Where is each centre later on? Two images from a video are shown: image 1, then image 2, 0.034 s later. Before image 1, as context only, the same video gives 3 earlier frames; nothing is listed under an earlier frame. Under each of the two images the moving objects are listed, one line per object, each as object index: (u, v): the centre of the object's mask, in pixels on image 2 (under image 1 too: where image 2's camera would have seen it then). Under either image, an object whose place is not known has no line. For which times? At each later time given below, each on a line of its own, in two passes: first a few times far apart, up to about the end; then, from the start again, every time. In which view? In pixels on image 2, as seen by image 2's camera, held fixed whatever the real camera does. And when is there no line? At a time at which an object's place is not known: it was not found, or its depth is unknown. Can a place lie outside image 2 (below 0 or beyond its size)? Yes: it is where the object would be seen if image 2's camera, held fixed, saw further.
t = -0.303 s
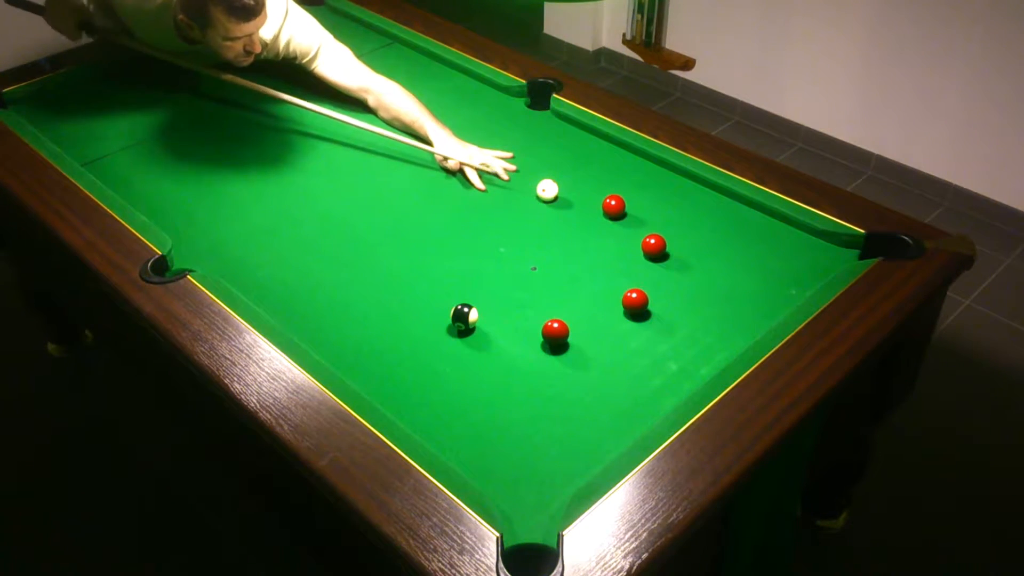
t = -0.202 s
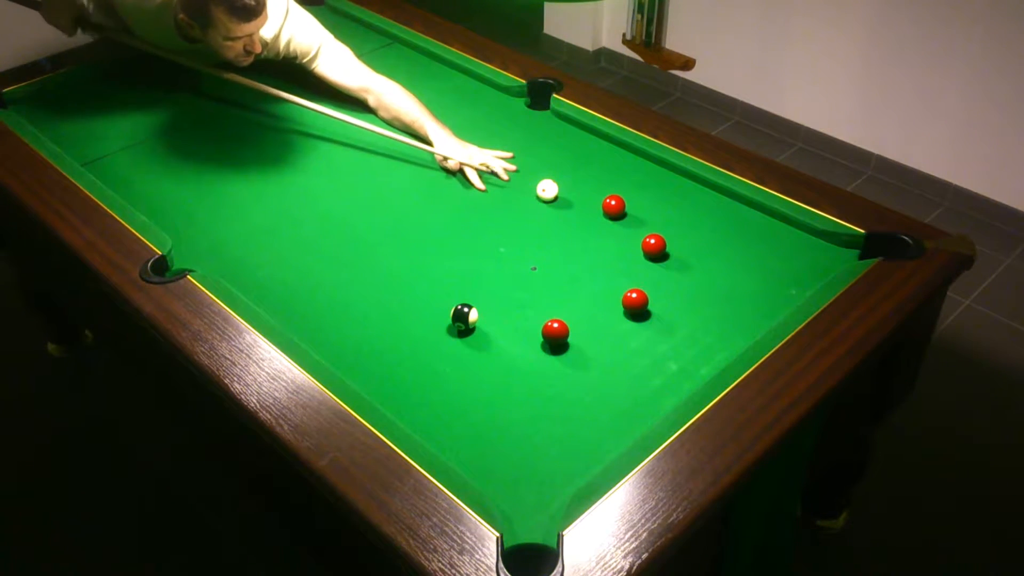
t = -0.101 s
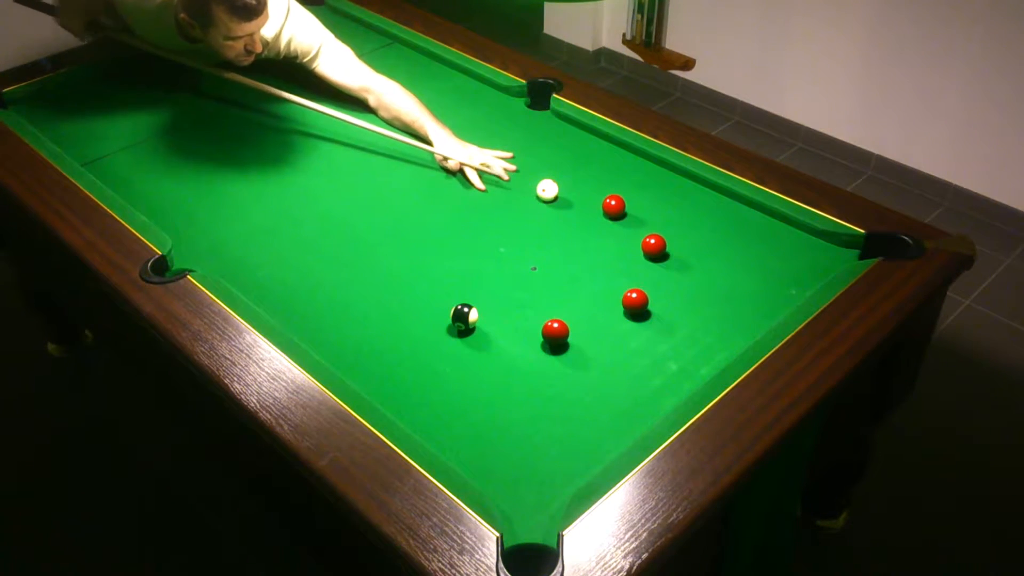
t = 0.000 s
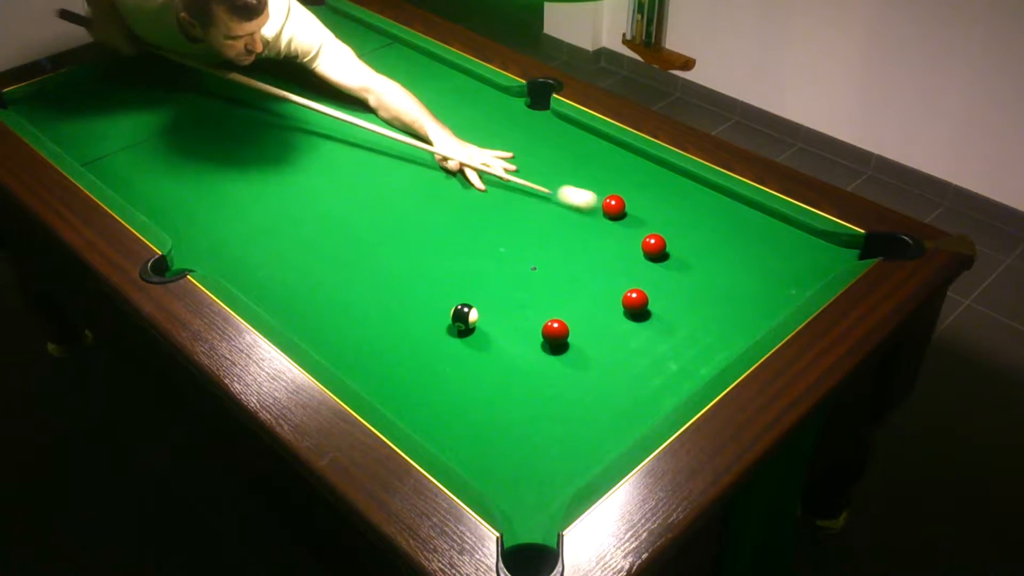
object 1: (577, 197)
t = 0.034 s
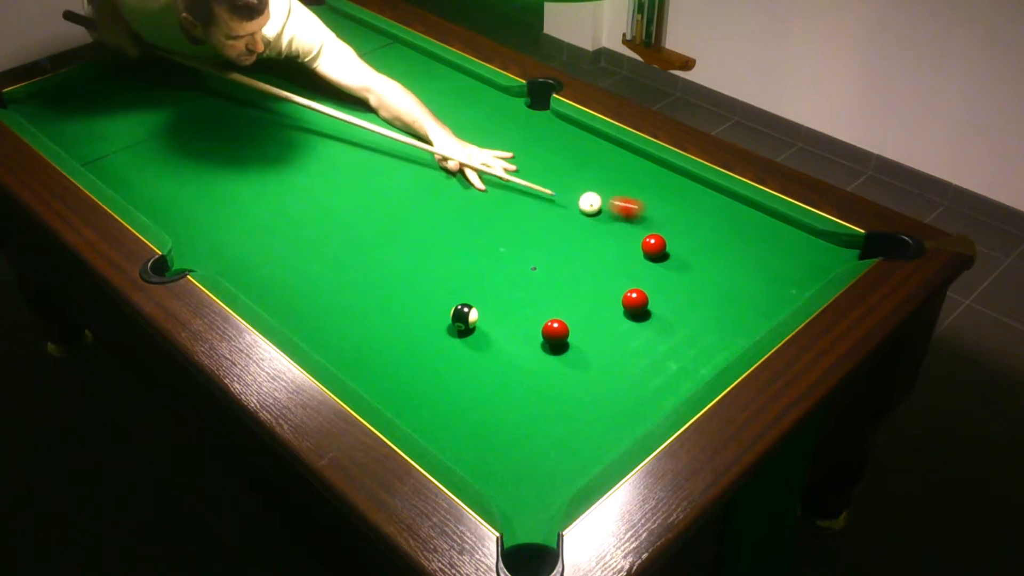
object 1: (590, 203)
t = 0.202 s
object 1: (579, 209)
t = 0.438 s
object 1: (566, 218)
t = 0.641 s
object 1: (555, 224)
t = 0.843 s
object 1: (546, 229)
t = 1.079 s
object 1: (536, 234)
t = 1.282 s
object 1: (530, 238)
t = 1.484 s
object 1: (525, 240)
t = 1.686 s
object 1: (521, 242)
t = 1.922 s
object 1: (519, 243)
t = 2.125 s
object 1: (519, 243)
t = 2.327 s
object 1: (519, 243)
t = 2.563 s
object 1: (519, 243)
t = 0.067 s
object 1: (588, 204)
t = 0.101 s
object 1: (586, 206)
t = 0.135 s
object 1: (584, 207)
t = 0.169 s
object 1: (581, 208)
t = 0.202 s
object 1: (579, 209)
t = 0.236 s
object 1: (577, 211)
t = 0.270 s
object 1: (575, 212)
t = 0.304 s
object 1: (573, 213)
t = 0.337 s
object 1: (571, 214)
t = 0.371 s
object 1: (569, 215)
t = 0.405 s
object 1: (567, 217)
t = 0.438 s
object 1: (566, 218)
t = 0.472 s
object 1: (564, 219)
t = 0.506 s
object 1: (562, 220)
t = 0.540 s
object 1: (560, 221)
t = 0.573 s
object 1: (559, 222)
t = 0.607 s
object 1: (557, 223)
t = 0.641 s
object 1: (555, 224)
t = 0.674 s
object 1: (553, 225)
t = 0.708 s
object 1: (552, 226)
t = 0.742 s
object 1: (550, 227)
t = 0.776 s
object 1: (549, 227)
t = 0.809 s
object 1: (547, 228)
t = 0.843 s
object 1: (546, 229)
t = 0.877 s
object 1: (544, 230)
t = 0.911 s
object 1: (543, 231)
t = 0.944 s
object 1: (541, 231)
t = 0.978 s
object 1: (540, 232)
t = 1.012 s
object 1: (539, 233)
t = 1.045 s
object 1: (538, 234)
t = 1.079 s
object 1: (536, 234)
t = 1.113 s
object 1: (535, 235)
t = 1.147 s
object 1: (534, 236)
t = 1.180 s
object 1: (533, 236)
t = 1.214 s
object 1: (532, 237)
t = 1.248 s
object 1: (531, 237)
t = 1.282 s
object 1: (530, 238)
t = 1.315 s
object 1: (529, 238)
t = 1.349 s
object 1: (528, 239)
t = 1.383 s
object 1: (527, 239)
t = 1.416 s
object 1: (526, 239)
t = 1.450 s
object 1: (525, 240)
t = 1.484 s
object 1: (525, 240)
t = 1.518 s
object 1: (524, 241)
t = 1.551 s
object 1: (523, 241)
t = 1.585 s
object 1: (522, 241)
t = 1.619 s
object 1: (522, 242)
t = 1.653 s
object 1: (521, 242)
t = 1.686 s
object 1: (521, 242)
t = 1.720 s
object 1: (520, 242)
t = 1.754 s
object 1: (520, 242)
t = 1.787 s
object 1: (520, 243)
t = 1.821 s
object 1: (519, 243)
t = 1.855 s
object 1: (519, 243)
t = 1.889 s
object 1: (519, 243)
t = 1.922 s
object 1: (519, 243)
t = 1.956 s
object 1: (519, 243)
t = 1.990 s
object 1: (519, 243)
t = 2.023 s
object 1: (519, 243)
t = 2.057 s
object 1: (519, 243)
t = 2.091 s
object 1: (519, 243)
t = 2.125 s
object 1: (519, 243)
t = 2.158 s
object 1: (519, 243)
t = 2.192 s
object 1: (519, 243)
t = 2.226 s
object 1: (519, 243)
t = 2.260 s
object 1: (519, 243)
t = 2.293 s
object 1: (519, 243)
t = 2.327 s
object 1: (519, 243)
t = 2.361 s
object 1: (519, 243)
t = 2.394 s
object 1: (519, 243)
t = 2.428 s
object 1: (519, 243)
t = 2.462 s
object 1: (519, 243)
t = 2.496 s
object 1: (519, 243)
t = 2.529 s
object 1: (519, 243)
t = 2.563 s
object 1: (519, 243)
